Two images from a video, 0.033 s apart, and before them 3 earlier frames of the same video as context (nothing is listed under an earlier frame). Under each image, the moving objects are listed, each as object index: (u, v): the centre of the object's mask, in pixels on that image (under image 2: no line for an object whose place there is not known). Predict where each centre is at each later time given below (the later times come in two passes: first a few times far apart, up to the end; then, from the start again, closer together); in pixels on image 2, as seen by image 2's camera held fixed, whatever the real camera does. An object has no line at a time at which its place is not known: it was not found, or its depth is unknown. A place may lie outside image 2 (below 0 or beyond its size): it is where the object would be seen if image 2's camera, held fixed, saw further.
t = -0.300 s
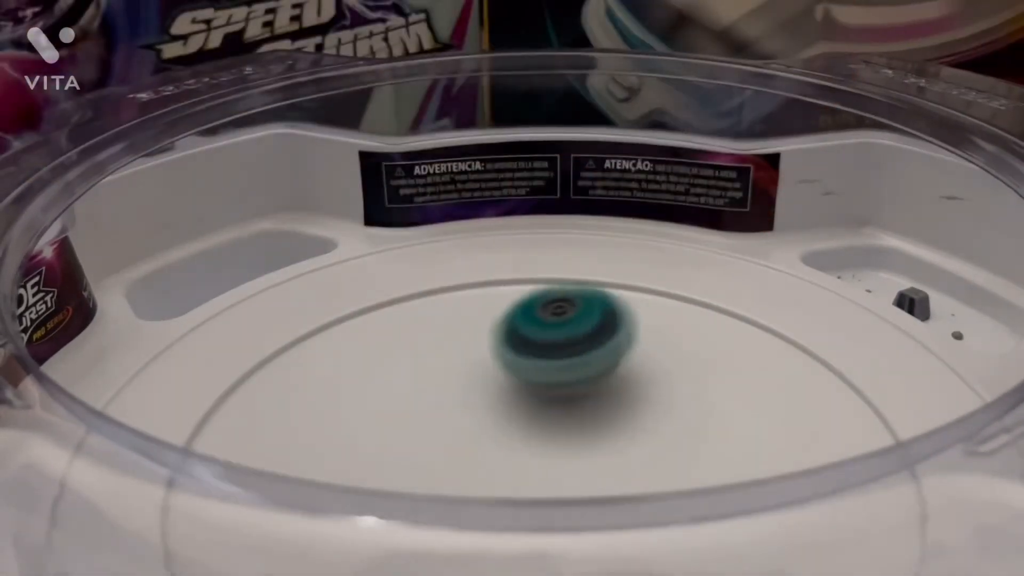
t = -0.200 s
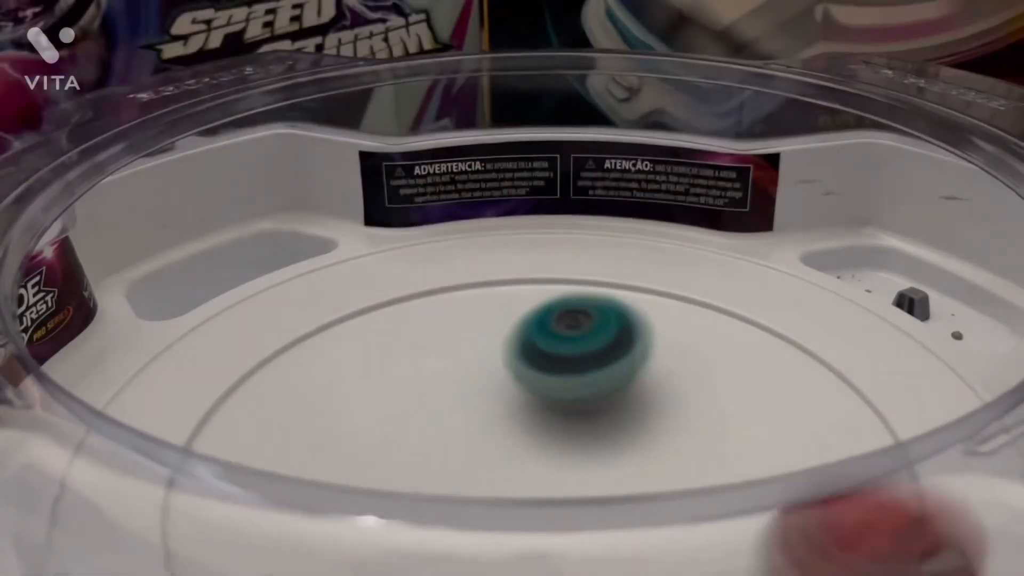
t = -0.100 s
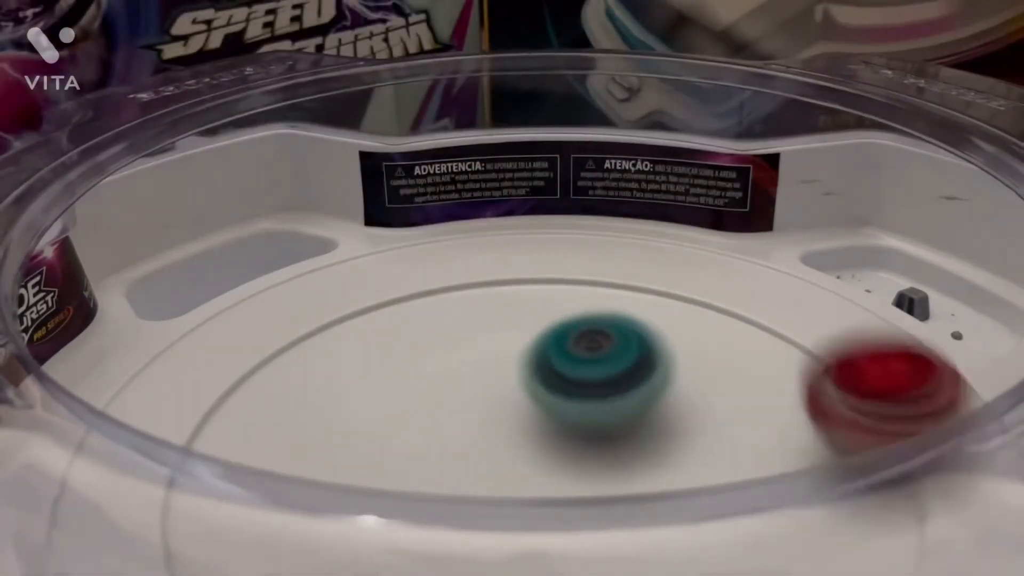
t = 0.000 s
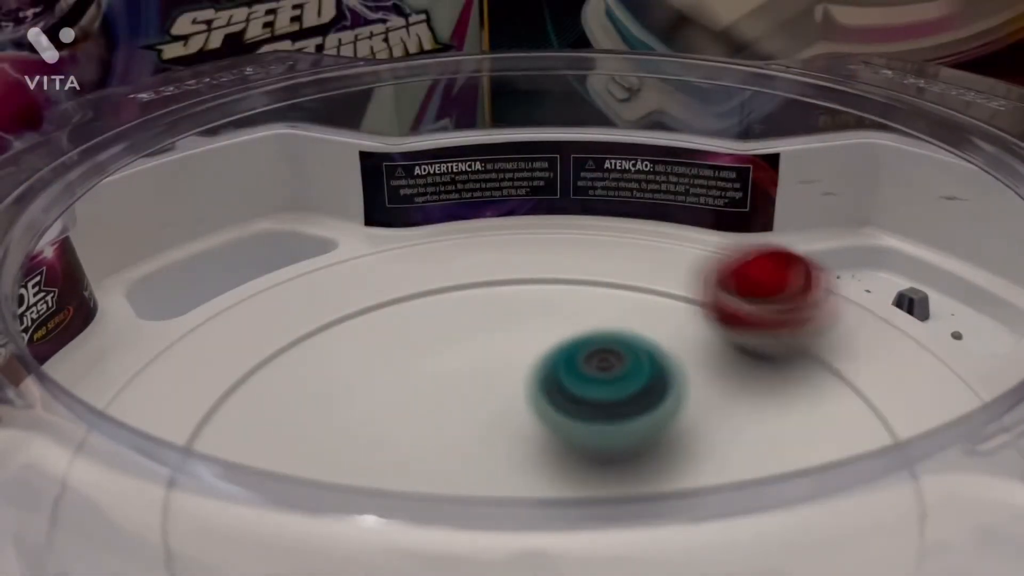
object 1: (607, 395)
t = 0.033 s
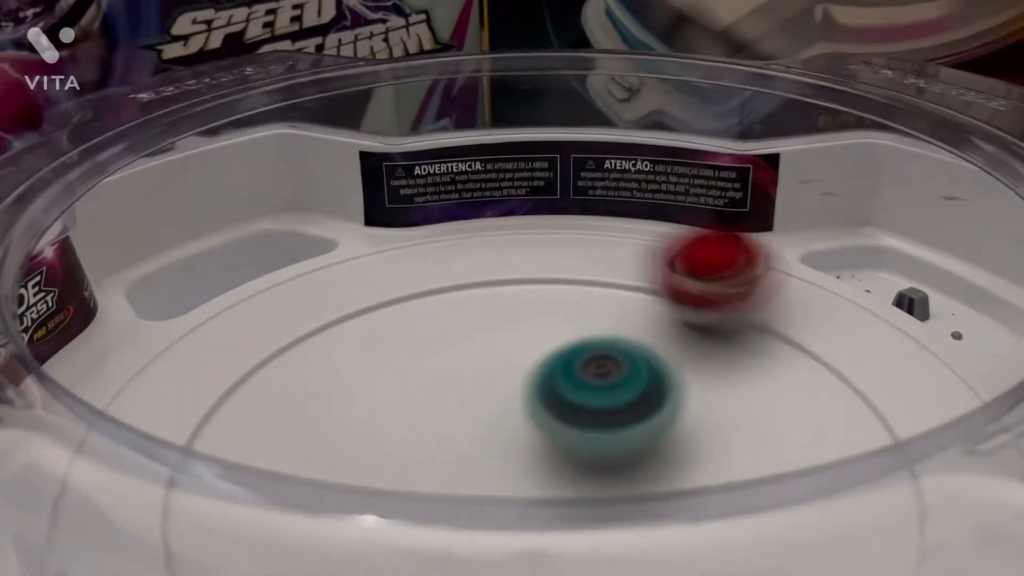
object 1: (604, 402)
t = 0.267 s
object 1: (489, 417)
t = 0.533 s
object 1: (500, 374)
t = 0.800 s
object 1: (540, 459)
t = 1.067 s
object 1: (360, 453)
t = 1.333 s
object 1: (511, 392)
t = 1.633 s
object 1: (723, 495)
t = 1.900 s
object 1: (552, 285)
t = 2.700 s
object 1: (896, 263)
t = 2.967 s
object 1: (849, 232)
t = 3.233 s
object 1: (892, 241)
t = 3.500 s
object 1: (885, 256)
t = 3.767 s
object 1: (884, 255)
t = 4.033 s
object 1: (884, 256)
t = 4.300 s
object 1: (884, 256)
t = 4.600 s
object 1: (884, 256)
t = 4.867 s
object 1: (885, 256)
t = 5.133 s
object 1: (885, 256)
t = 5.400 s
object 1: (885, 256)
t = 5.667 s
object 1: (885, 256)
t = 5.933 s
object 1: (885, 256)
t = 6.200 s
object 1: (885, 256)
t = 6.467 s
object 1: (885, 256)
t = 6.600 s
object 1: (885, 256)
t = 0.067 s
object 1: (595, 409)
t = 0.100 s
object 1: (582, 415)
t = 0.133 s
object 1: (566, 421)
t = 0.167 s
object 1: (546, 423)
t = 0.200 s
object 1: (526, 423)
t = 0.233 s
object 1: (506, 422)
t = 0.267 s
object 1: (489, 417)
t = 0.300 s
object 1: (475, 411)
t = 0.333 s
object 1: (464, 405)
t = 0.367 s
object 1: (458, 397)
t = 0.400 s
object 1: (456, 390)
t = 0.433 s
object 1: (460, 382)
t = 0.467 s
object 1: (468, 376)
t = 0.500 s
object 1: (482, 373)
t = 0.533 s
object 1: (500, 374)
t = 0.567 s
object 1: (518, 380)
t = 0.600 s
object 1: (535, 390)
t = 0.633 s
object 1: (548, 403)
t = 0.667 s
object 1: (558, 418)
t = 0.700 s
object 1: (562, 431)
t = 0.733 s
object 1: (561, 442)
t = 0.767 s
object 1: (553, 452)
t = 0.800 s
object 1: (540, 459)
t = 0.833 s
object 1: (522, 466)
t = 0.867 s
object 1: (502, 470)
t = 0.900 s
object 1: (476, 473)
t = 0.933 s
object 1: (449, 473)
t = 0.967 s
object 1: (423, 471)
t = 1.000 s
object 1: (399, 467)
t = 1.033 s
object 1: (377, 461)
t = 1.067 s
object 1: (360, 453)
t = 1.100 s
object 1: (356, 445)
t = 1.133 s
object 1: (358, 437)
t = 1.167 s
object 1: (371, 427)
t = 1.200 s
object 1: (392, 418)
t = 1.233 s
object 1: (419, 403)
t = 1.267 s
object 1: (449, 401)
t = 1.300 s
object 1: (480, 396)
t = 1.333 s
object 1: (511, 392)
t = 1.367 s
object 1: (543, 397)
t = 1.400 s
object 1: (574, 401)
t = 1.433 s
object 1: (603, 404)
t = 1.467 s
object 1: (631, 417)
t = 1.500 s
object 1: (655, 424)
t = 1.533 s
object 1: (678, 437)
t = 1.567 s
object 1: (696, 452)
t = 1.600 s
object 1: (709, 464)
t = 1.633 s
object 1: (723, 495)
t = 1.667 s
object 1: (723, 507)
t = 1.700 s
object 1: (719, 517)
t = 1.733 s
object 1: (680, 470)
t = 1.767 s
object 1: (653, 449)
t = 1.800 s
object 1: (623, 403)
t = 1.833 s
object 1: (596, 359)
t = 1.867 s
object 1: (573, 319)
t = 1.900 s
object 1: (552, 285)
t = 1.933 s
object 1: (535, 254)
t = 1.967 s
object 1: (520, 241)
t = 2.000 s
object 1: (504, 241)
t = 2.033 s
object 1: (493, 236)
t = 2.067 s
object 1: (484, 238)
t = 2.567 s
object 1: (878, 341)
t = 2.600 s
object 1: (902, 302)
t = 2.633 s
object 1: (915, 295)
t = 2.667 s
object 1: (908, 283)
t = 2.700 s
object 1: (896, 263)
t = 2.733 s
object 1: (880, 262)
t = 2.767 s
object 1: (868, 253)
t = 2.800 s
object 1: (850, 242)
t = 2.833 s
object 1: (838, 235)
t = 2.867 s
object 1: (823, 228)
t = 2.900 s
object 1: (817, 221)
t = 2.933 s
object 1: (832, 228)
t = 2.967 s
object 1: (849, 232)
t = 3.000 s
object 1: (861, 237)
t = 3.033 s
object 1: (875, 245)
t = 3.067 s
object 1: (884, 250)
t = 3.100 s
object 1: (891, 251)
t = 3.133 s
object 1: (893, 249)
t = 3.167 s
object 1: (896, 252)
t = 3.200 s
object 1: (894, 249)
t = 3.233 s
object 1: (892, 241)
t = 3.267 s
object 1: (882, 221)
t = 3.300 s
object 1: (866, 222)
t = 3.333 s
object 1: (854, 232)
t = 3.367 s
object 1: (858, 234)
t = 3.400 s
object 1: (878, 245)
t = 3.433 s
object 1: (882, 255)
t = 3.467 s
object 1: (886, 255)
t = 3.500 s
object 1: (885, 256)
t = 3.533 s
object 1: (884, 255)
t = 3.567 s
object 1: (884, 255)
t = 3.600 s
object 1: (884, 255)
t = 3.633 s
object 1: (884, 255)
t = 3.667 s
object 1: (884, 256)
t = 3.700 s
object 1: (884, 256)
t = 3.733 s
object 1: (884, 255)
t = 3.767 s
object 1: (884, 255)
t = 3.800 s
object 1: (884, 255)
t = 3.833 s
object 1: (884, 256)
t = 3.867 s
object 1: (884, 256)
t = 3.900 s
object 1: (884, 256)
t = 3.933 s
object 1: (884, 256)
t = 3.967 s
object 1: (884, 256)
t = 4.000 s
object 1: (884, 256)
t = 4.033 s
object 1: (884, 256)
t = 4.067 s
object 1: (884, 256)
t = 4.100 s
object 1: (884, 256)
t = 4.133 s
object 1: (884, 256)
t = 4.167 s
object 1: (884, 256)
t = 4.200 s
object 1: (884, 256)
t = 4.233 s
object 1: (884, 256)
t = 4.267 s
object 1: (884, 256)
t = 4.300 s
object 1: (884, 256)
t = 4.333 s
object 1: (884, 256)
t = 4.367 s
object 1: (884, 256)
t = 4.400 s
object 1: (884, 256)
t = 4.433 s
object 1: (884, 256)
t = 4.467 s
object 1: (884, 256)
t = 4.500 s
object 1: (884, 256)
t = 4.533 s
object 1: (884, 256)
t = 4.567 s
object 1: (884, 256)
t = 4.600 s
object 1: (884, 256)
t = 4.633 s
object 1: (884, 256)
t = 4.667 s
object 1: (884, 256)
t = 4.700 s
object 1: (884, 256)
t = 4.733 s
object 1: (884, 256)
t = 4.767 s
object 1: (885, 256)
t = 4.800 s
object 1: (885, 256)
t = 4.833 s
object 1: (885, 256)
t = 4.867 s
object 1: (885, 256)
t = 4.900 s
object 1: (885, 256)
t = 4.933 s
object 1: (885, 256)
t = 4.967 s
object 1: (885, 256)
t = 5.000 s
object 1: (885, 256)
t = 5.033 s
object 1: (885, 256)
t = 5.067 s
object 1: (885, 256)
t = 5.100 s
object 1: (885, 256)
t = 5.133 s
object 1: (885, 256)
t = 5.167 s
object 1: (885, 256)
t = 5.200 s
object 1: (885, 256)
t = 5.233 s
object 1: (885, 256)
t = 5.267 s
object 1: (885, 256)
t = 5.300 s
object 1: (885, 256)
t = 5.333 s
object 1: (885, 256)
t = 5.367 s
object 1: (885, 256)
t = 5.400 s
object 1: (885, 256)
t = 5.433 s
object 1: (885, 256)
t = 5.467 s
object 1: (885, 256)
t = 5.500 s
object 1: (885, 256)
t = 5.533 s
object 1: (885, 256)
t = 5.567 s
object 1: (885, 256)
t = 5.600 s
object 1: (885, 256)
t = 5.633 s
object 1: (885, 256)
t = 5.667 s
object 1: (885, 256)
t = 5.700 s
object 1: (885, 256)
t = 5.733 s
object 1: (885, 256)
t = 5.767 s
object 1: (885, 256)
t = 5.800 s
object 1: (885, 256)
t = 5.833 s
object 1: (885, 256)
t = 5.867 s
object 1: (885, 256)
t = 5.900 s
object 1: (885, 256)
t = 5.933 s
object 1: (885, 256)
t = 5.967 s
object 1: (885, 256)
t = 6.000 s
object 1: (885, 256)
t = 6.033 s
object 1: (885, 256)
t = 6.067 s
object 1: (885, 256)
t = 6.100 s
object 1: (885, 256)
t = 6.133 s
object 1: (885, 256)
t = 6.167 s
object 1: (885, 256)
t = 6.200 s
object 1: (885, 256)
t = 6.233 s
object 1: (885, 256)
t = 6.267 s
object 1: (885, 256)
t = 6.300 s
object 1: (885, 256)
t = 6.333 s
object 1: (885, 256)
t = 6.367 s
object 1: (885, 256)
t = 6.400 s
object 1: (885, 256)
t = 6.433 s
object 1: (885, 256)
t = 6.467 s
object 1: (885, 256)
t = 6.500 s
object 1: (885, 256)
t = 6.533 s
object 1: (885, 256)
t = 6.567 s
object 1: (885, 256)
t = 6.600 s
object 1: (885, 256)
